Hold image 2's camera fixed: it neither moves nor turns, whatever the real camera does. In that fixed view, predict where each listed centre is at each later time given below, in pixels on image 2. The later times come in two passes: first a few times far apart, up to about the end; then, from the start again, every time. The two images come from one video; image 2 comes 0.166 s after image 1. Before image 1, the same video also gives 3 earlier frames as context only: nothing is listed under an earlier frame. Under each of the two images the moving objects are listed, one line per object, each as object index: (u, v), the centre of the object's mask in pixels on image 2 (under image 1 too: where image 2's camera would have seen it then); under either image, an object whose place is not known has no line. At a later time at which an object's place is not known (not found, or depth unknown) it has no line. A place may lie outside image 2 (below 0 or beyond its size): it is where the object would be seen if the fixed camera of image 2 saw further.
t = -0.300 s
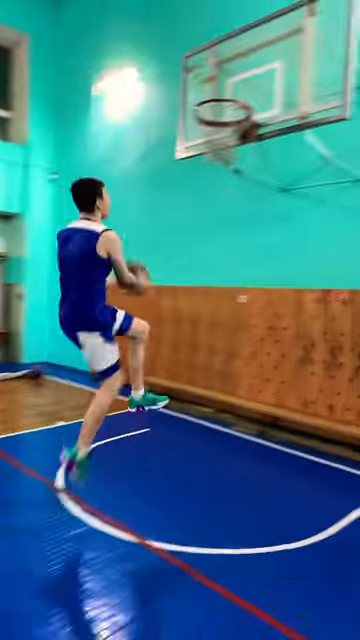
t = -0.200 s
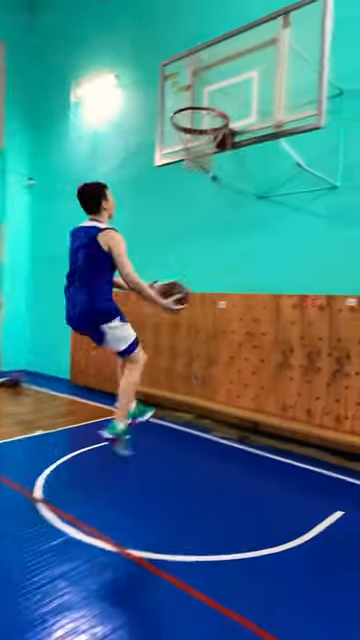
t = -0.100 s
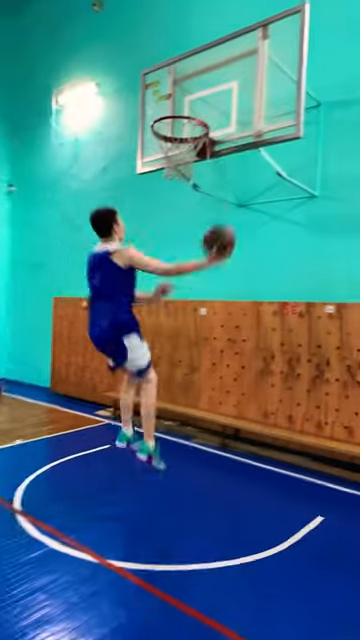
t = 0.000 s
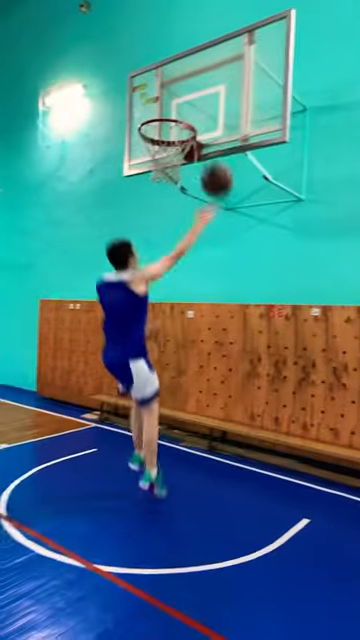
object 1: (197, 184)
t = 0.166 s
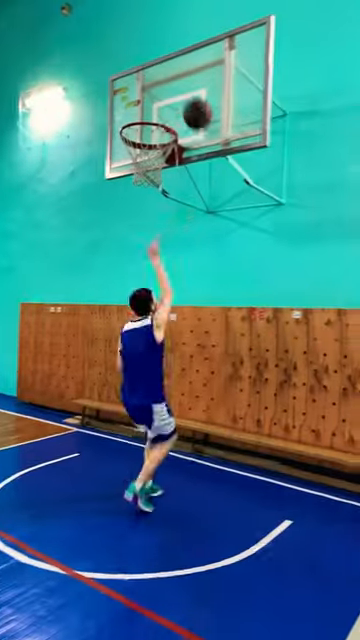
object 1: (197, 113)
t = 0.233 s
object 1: (197, 97)
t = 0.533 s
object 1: (176, 85)
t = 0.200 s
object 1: (197, 104)
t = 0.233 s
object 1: (197, 97)
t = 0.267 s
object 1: (197, 92)
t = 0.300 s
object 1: (196, 88)
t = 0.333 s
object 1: (196, 85)
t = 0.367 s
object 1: (196, 85)
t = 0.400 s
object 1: (194, 83)
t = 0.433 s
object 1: (189, 82)
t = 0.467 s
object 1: (185, 82)
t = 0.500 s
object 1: (180, 83)
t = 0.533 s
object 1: (176, 85)
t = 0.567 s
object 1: (171, 89)
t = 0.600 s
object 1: (166, 93)
